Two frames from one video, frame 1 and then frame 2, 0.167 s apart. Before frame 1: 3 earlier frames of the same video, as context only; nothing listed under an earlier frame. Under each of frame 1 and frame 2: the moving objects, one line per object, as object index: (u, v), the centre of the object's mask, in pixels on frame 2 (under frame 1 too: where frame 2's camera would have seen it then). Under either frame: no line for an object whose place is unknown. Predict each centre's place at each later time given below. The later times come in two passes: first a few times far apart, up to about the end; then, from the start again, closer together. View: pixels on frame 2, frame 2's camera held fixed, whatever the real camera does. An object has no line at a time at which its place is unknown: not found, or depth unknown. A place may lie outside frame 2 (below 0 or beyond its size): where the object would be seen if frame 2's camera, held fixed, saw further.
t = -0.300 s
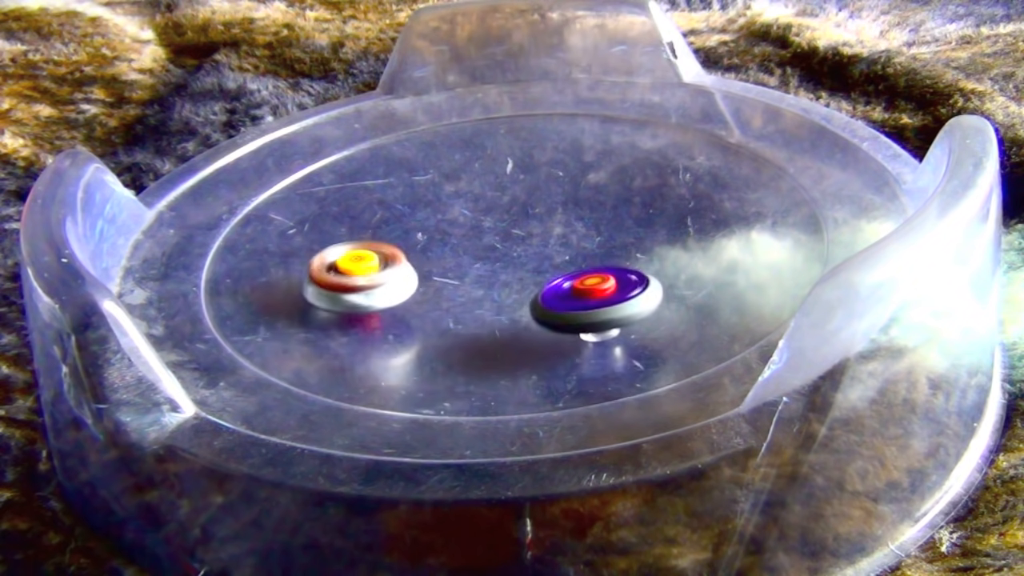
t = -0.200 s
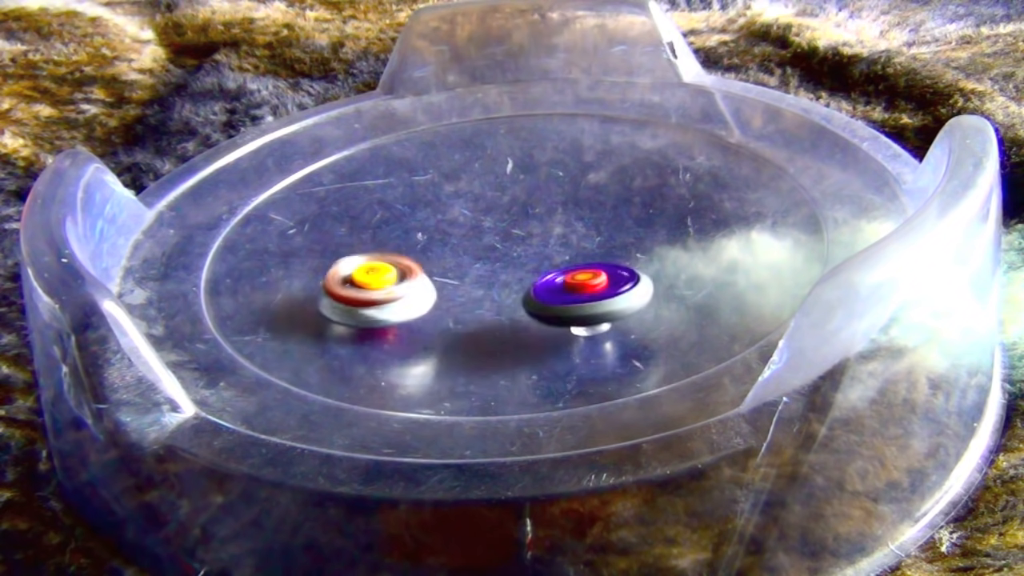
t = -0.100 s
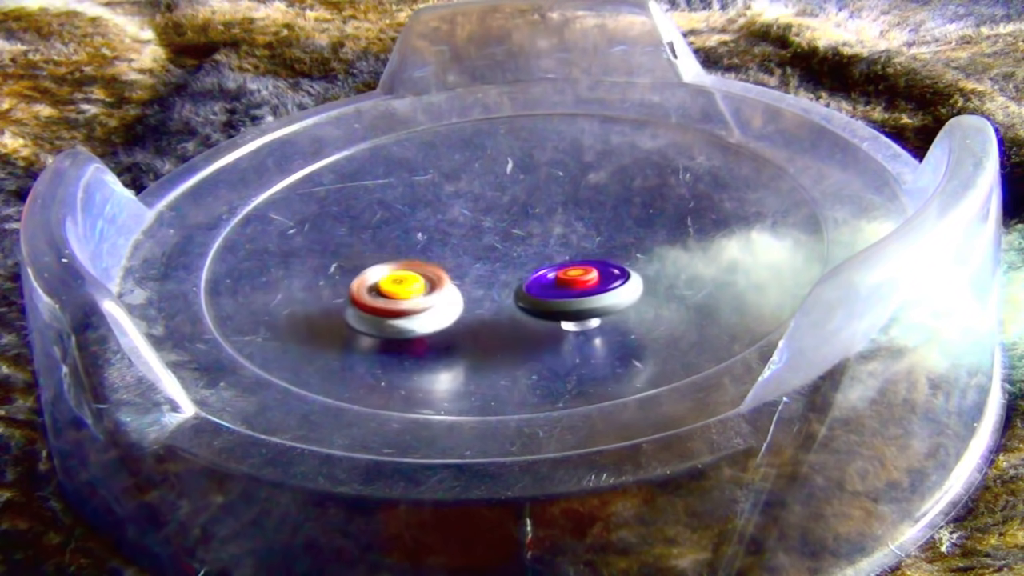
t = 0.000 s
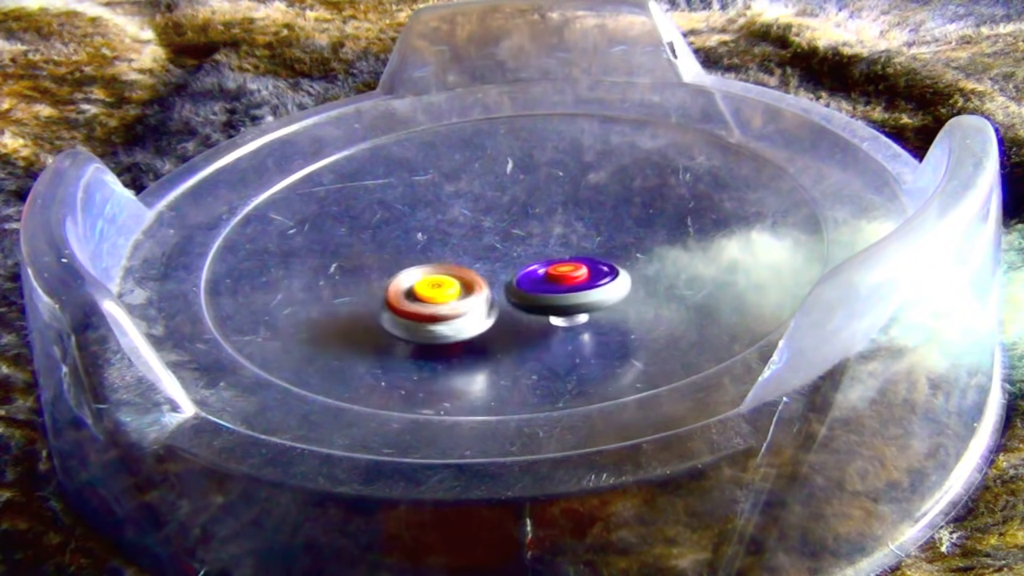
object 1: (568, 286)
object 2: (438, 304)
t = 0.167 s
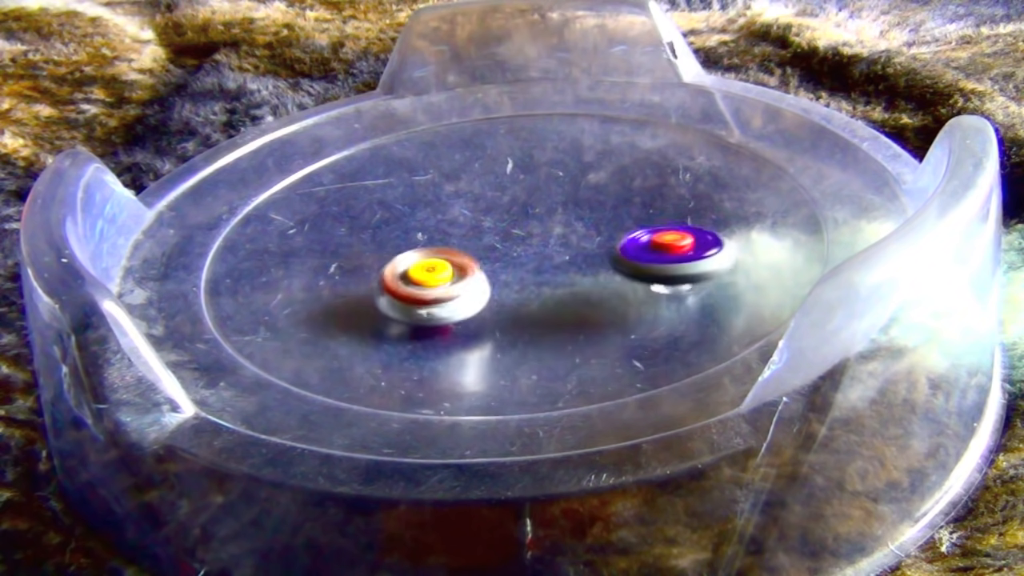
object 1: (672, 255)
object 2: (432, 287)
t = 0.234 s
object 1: (676, 246)
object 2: (457, 280)
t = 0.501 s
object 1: (642, 234)
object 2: (518, 258)
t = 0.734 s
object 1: (647, 222)
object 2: (517, 235)
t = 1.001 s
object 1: (644, 220)
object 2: (493, 226)
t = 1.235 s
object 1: (615, 219)
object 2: (487, 238)
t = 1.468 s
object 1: (657, 205)
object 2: (457, 255)
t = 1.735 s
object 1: (649, 206)
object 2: (500, 275)
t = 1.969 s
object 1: (620, 212)
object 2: (559, 272)
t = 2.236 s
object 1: (621, 163)
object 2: (533, 287)
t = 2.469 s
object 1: (572, 193)
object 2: (572, 272)
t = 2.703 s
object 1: (543, 192)
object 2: (577, 265)
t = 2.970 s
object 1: (513, 195)
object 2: (549, 254)
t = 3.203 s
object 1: (488, 197)
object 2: (523, 261)
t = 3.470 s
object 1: (474, 210)
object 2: (494, 268)
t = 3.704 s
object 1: (470, 205)
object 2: (485, 283)
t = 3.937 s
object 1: (474, 194)
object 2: (499, 281)
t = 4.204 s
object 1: (467, 201)
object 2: (502, 258)
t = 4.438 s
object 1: (459, 183)
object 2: (503, 257)
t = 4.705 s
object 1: (455, 185)
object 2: (504, 240)
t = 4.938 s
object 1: (451, 177)
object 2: (513, 237)
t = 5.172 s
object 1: (444, 179)
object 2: (525, 237)
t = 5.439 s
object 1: (443, 191)
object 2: (541, 237)
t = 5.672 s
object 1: (443, 199)
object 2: (549, 237)
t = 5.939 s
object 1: (437, 207)
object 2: (552, 243)
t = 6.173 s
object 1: (441, 220)
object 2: (528, 251)
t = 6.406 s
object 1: (432, 227)
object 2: (539, 267)
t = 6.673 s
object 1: (442, 240)
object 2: (541, 273)
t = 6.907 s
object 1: (434, 243)
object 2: (550, 277)
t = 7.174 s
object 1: (438, 253)
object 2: (546, 267)
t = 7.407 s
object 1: (414, 252)
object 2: (530, 258)
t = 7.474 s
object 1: (406, 248)
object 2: (528, 255)
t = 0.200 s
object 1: (678, 249)
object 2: (444, 283)
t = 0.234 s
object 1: (676, 246)
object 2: (457, 280)
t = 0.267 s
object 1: (671, 244)
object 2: (469, 277)
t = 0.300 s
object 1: (664, 243)
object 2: (481, 275)
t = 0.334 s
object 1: (657, 242)
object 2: (491, 273)
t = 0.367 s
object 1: (650, 241)
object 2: (500, 270)
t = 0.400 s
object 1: (644, 240)
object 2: (508, 268)
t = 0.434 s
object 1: (637, 240)
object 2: (516, 264)
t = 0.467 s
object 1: (631, 239)
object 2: (523, 261)
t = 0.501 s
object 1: (642, 234)
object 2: (518, 258)
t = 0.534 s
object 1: (652, 231)
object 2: (515, 254)
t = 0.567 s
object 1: (654, 228)
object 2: (517, 251)
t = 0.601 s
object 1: (651, 226)
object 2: (520, 248)
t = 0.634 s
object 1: (645, 225)
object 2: (523, 245)
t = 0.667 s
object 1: (638, 225)
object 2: (527, 242)
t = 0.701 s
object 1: (632, 225)
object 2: (528, 239)
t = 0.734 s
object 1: (647, 222)
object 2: (517, 235)
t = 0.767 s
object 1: (659, 220)
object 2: (508, 232)
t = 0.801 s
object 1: (666, 221)
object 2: (504, 230)
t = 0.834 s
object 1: (666, 221)
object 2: (502, 228)
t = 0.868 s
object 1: (663, 221)
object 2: (500, 227)
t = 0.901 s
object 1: (658, 220)
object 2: (498, 227)
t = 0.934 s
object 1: (654, 220)
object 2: (496, 226)
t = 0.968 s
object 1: (648, 220)
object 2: (494, 226)
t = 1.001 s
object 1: (644, 220)
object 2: (493, 226)
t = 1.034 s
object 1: (639, 220)
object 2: (491, 227)
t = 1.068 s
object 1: (634, 220)
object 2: (489, 228)
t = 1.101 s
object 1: (630, 220)
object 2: (488, 229)
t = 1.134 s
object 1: (626, 220)
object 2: (486, 231)
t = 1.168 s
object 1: (622, 220)
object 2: (486, 233)
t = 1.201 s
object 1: (618, 219)
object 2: (487, 235)
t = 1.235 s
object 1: (615, 219)
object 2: (487, 238)
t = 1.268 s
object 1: (611, 219)
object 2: (488, 240)
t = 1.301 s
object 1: (608, 219)
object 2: (491, 242)
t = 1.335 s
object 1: (605, 219)
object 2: (494, 244)
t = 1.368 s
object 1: (601, 220)
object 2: (498, 246)
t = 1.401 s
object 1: (617, 213)
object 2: (487, 248)
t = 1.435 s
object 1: (642, 209)
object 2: (469, 254)
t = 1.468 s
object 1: (657, 205)
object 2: (457, 255)
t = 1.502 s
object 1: (666, 205)
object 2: (453, 257)
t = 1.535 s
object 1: (669, 204)
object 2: (456, 260)
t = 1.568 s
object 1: (668, 204)
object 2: (462, 263)
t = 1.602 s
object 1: (666, 204)
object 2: (468, 267)
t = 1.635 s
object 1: (662, 204)
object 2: (475, 270)
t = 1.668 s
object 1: (658, 204)
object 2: (483, 272)
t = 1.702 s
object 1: (654, 204)
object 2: (491, 274)
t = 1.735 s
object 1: (649, 206)
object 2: (500, 275)
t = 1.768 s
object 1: (645, 206)
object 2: (509, 276)
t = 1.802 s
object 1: (640, 207)
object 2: (518, 276)
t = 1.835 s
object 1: (635, 208)
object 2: (527, 276)
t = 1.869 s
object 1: (632, 209)
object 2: (535, 275)
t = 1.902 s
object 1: (627, 210)
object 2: (544, 275)
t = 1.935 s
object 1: (623, 211)
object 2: (551, 274)
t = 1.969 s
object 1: (620, 212)
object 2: (559, 272)
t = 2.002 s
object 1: (620, 208)
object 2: (561, 275)
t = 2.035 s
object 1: (635, 193)
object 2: (548, 281)
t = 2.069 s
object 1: (643, 180)
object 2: (535, 289)
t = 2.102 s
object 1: (645, 169)
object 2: (525, 293)
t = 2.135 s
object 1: (643, 163)
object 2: (518, 295)
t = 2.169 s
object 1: (637, 160)
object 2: (517, 294)
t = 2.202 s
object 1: (629, 160)
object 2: (523, 290)
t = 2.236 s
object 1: (621, 163)
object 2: (533, 287)
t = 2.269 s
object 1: (613, 166)
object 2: (541, 285)
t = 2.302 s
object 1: (606, 170)
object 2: (548, 283)
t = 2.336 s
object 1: (598, 174)
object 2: (555, 282)
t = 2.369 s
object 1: (590, 180)
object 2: (560, 280)
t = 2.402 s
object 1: (583, 184)
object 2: (564, 278)
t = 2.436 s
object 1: (578, 189)
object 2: (569, 275)
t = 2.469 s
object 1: (572, 193)
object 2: (572, 272)
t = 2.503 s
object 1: (566, 197)
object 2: (575, 270)
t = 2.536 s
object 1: (562, 200)
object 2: (578, 266)
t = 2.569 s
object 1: (559, 203)
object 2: (580, 264)
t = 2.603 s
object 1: (556, 204)
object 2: (580, 261)
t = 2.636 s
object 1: (553, 204)
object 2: (580, 258)
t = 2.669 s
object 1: (548, 199)
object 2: (580, 261)
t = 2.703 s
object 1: (543, 192)
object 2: (577, 265)
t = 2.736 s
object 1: (538, 188)
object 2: (573, 266)
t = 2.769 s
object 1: (532, 188)
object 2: (566, 265)
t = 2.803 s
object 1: (528, 191)
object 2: (563, 261)
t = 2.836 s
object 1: (525, 193)
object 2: (561, 257)
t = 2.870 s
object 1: (523, 195)
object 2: (558, 254)
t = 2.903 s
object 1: (520, 197)
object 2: (555, 252)
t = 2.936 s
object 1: (517, 198)
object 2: (551, 250)
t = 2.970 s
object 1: (513, 195)
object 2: (549, 254)
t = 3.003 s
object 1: (506, 190)
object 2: (548, 258)
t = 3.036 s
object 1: (501, 189)
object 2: (544, 258)
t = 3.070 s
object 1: (498, 190)
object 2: (541, 259)
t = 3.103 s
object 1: (495, 191)
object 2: (536, 259)
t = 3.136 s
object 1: (493, 193)
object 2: (532, 259)
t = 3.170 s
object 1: (490, 195)
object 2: (528, 260)
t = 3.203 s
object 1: (488, 197)
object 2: (523, 261)
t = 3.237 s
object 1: (486, 198)
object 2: (519, 262)
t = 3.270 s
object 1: (484, 200)
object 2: (515, 263)
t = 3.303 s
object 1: (482, 202)
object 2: (512, 264)
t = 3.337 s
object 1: (480, 204)
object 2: (508, 265)
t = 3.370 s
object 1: (478, 205)
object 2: (503, 266)
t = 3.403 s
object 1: (476, 208)
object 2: (500, 267)
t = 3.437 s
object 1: (475, 209)
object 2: (496, 267)
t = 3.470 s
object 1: (474, 210)
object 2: (494, 268)
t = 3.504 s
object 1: (473, 212)
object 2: (491, 269)
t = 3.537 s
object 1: (472, 213)
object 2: (489, 270)
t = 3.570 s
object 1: (470, 214)
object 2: (487, 271)
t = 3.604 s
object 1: (470, 215)
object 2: (485, 272)
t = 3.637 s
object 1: (468, 217)
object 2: (484, 272)
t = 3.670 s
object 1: (469, 215)
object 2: (483, 275)
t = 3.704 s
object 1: (470, 205)
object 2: (485, 283)
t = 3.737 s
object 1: (472, 197)
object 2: (487, 288)
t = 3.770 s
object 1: (473, 191)
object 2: (490, 289)
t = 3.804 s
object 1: (476, 189)
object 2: (492, 289)
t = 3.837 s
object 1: (477, 190)
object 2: (494, 287)
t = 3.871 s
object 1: (476, 191)
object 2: (496, 286)
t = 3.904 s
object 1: (475, 192)
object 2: (497, 283)
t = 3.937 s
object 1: (474, 194)
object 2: (499, 281)
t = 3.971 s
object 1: (472, 195)
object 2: (500, 278)
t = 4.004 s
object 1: (472, 196)
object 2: (502, 276)
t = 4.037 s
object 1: (471, 197)
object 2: (503, 273)
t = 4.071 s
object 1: (470, 198)
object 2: (504, 270)
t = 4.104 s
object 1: (469, 199)
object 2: (504, 267)
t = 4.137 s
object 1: (468, 200)
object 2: (504, 264)
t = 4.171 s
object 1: (467, 201)
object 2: (503, 261)
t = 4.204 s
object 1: (467, 201)
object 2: (502, 258)
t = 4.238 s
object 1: (465, 201)
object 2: (501, 255)
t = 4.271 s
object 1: (465, 198)
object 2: (502, 255)
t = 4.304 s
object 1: (462, 196)
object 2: (501, 254)
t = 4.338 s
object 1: (461, 196)
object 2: (500, 253)
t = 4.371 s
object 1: (460, 196)
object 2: (500, 250)
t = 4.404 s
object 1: (460, 190)
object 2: (503, 253)
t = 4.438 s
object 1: (459, 183)
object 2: (503, 257)
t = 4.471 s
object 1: (457, 179)
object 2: (502, 258)
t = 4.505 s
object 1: (457, 176)
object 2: (503, 257)
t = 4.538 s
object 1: (456, 177)
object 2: (503, 254)
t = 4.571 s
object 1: (455, 178)
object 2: (505, 251)
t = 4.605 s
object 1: (455, 180)
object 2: (505, 248)
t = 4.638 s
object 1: (455, 182)
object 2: (505, 245)
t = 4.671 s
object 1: (455, 183)
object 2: (504, 243)
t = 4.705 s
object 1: (455, 185)
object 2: (504, 240)
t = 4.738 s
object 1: (454, 186)
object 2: (505, 238)
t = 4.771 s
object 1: (454, 185)
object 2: (506, 238)
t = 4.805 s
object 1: (452, 180)
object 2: (510, 240)
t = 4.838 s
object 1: (451, 177)
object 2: (512, 241)
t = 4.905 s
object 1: (451, 176)
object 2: (512, 239)
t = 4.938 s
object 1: (451, 177)
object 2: (513, 237)
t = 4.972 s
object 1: (451, 179)
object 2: (513, 235)
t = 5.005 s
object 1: (451, 181)
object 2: (513, 234)
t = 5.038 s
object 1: (452, 182)
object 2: (513, 232)
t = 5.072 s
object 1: (450, 181)
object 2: (517, 232)
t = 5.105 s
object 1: (446, 179)
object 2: (523, 235)
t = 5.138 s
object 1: (444, 178)
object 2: (524, 237)
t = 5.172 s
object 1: (444, 179)
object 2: (525, 237)
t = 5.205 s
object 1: (443, 180)
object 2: (526, 236)
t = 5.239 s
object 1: (444, 182)
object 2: (527, 234)
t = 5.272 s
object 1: (446, 184)
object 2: (528, 233)
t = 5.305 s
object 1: (447, 187)
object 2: (529, 233)
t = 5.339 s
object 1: (449, 190)
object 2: (529, 232)
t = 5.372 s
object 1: (451, 192)
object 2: (530, 232)
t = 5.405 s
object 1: (451, 193)
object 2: (532, 233)
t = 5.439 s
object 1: (443, 191)
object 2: (541, 237)
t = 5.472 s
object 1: (438, 189)
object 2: (544, 240)
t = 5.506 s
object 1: (436, 189)
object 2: (546, 241)
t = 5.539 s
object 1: (436, 191)
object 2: (546, 240)
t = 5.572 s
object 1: (437, 193)
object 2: (547, 239)
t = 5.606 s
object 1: (439, 195)
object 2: (548, 239)
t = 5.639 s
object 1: (441, 197)
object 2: (549, 238)
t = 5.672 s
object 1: (443, 199)
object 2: (549, 237)
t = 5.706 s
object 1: (446, 201)
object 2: (549, 237)
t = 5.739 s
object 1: (447, 204)
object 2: (547, 236)
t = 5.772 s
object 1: (449, 206)
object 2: (545, 236)
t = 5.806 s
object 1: (450, 208)
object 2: (543, 237)
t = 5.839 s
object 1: (452, 210)
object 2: (541, 238)
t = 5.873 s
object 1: (452, 210)
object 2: (540, 240)
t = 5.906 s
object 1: (443, 208)
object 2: (548, 242)
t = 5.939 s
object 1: (437, 207)
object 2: (552, 243)
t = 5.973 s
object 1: (435, 207)
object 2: (551, 244)
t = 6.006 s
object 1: (436, 209)
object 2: (548, 245)
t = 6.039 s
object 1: (436, 212)
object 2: (544, 246)
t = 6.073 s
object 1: (437, 214)
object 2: (540, 247)
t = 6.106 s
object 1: (438, 216)
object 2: (536, 248)
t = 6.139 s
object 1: (440, 218)
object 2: (532, 249)
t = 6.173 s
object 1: (441, 220)
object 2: (528, 251)
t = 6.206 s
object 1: (441, 222)
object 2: (525, 252)
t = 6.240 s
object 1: (436, 220)
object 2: (532, 257)
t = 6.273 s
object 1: (430, 219)
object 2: (534, 260)
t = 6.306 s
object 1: (430, 220)
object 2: (535, 262)
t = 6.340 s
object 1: (430, 222)
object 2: (536, 264)
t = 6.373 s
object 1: (432, 224)
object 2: (538, 266)
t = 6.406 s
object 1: (432, 227)
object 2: (539, 267)
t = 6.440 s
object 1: (434, 228)
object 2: (540, 269)
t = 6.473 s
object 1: (436, 230)
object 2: (541, 270)
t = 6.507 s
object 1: (437, 232)
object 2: (542, 270)
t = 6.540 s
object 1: (438, 234)
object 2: (543, 271)
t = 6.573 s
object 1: (439, 235)
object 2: (543, 272)
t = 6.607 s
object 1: (440, 237)
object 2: (543, 272)
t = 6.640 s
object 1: (441, 239)
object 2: (542, 273)
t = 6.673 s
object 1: (442, 240)
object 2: (541, 273)
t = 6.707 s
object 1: (444, 242)
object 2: (539, 273)
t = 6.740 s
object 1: (445, 243)
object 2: (538, 273)
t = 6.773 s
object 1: (446, 244)
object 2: (535, 273)
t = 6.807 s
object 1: (443, 244)
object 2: (539, 275)
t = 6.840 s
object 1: (435, 242)
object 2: (545, 277)
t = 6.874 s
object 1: (434, 242)
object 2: (547, 277)
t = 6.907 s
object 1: (434, 243)
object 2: (550, 277)
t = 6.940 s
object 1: (434, 245)
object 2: (552, 276)
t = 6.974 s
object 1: (435, 246)
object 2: (554, 275)
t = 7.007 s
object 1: (435, 247)
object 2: (555, 274)
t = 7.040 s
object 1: (436, 248)
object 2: (554, 272)
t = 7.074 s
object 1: (437, 249)
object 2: (553, 271)
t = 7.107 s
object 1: (438, 250)
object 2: (551, 269)
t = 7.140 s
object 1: (438, 252)
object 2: (549, 268)
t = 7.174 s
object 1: (438, 253)
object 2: (546, 267)
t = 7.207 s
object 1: (438, 254)
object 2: (544, 266)
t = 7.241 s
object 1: (430, 252)
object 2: (549, 263)
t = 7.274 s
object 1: (421, 250)
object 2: (548, 263)
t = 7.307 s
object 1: (415, 250)
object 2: (544, 262)
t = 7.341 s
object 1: (415, 250)
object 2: (539, 260)
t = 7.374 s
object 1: (414, 250)
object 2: (535, 259)
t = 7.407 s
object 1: (414, 252)
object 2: (530, 258)
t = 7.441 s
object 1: (414, 252)
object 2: (525, 257)
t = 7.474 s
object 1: (406, 248)
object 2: (528, 255)
